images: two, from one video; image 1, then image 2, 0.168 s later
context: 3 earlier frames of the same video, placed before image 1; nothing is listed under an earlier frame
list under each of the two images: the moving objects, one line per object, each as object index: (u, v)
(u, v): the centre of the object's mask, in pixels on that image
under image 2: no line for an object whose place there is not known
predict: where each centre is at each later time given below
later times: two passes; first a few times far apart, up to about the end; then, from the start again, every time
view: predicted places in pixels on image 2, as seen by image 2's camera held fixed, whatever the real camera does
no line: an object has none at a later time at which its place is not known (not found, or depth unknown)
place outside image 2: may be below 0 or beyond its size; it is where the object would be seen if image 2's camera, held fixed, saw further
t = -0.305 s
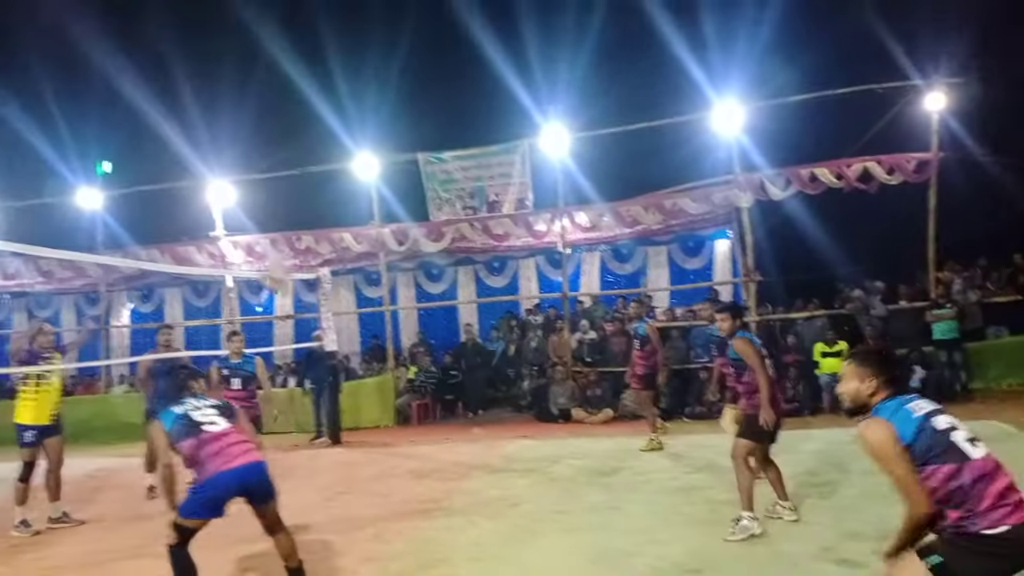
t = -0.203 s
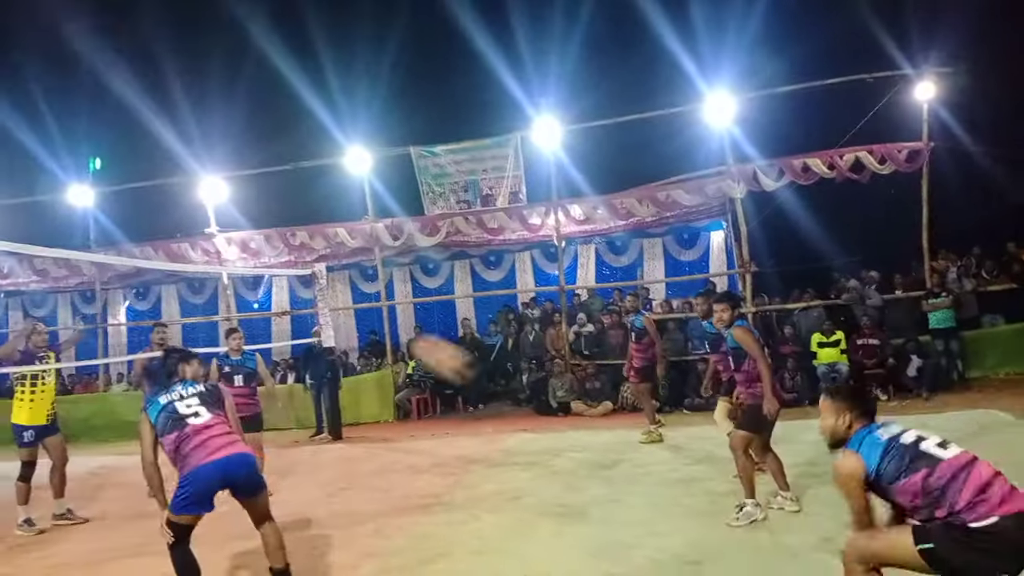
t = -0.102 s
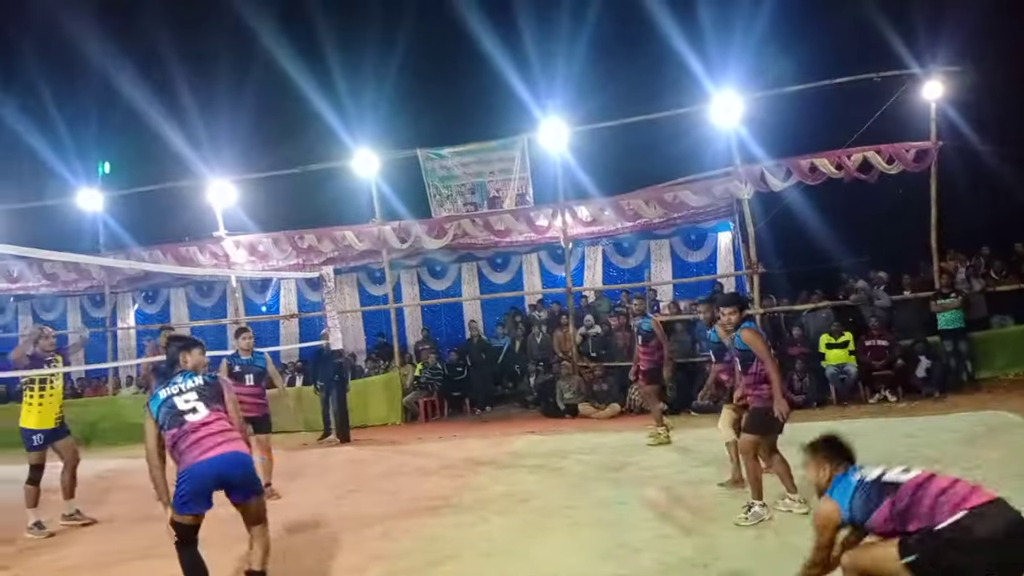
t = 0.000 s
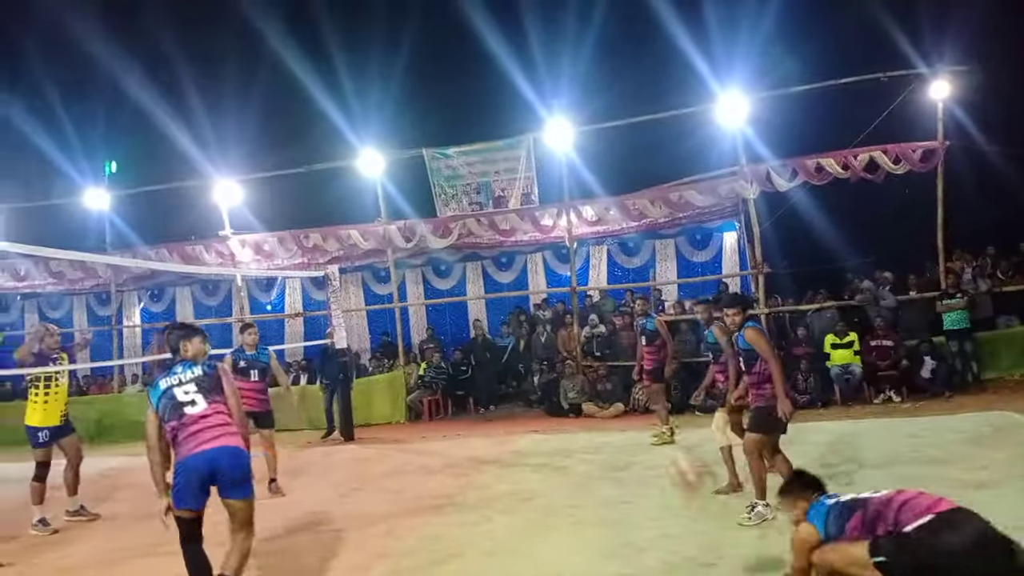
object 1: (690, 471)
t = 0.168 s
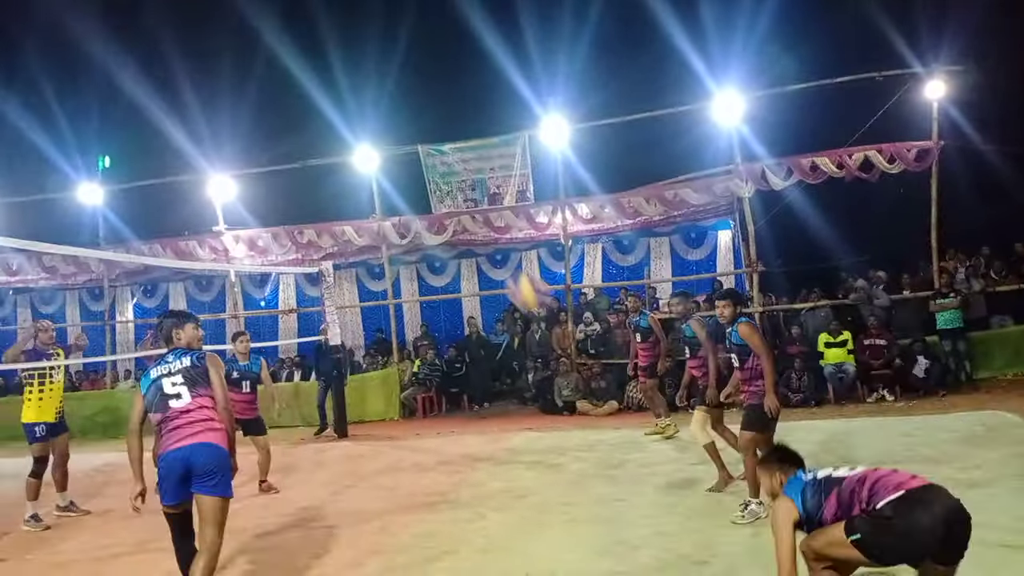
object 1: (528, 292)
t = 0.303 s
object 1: (424, 199)
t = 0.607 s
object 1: (241, 122)
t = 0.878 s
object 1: (123, 161)
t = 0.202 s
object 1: (499, 265)
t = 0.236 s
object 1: (473, 238)
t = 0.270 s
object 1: (451, 221)
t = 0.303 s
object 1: (424, 199)
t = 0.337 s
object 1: (405, 181)
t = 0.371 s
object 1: (387, 171)
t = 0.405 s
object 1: (356, 155)
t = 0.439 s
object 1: (334, 145)
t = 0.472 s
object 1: (315, 136)
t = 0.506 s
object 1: (296, 131)
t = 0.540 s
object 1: (278, 126)
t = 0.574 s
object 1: (259, 124)
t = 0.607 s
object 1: (241, 122)
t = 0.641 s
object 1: (224, 122)
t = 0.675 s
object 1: (209, 123)
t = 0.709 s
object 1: (194, 126)
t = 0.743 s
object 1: (180, 131)
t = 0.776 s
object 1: (163, 137)
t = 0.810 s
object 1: (147, 143)
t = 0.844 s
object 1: (134, 152)
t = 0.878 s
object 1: (123, 161)
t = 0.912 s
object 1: (110, 172)
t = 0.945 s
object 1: (97, 185)
